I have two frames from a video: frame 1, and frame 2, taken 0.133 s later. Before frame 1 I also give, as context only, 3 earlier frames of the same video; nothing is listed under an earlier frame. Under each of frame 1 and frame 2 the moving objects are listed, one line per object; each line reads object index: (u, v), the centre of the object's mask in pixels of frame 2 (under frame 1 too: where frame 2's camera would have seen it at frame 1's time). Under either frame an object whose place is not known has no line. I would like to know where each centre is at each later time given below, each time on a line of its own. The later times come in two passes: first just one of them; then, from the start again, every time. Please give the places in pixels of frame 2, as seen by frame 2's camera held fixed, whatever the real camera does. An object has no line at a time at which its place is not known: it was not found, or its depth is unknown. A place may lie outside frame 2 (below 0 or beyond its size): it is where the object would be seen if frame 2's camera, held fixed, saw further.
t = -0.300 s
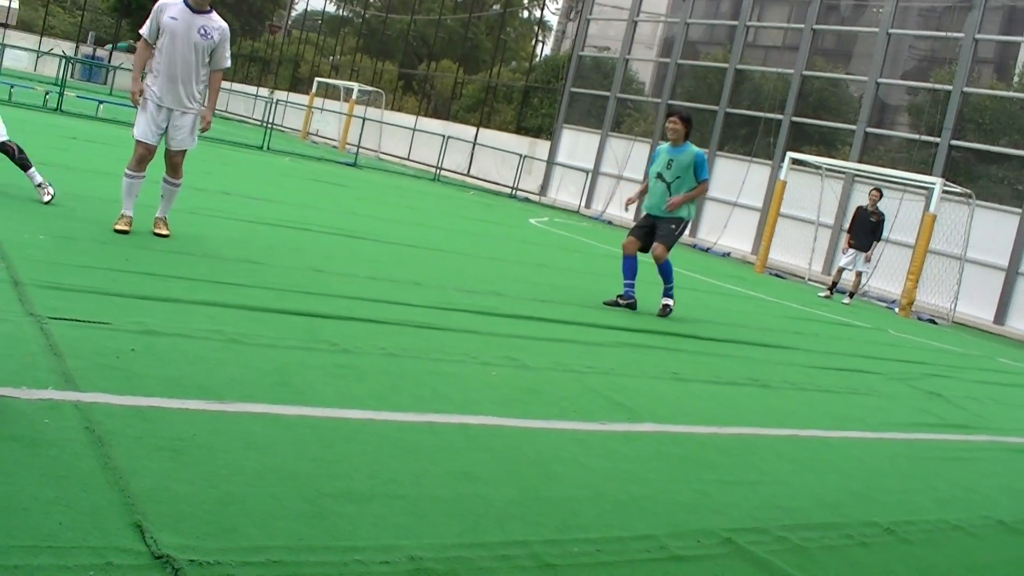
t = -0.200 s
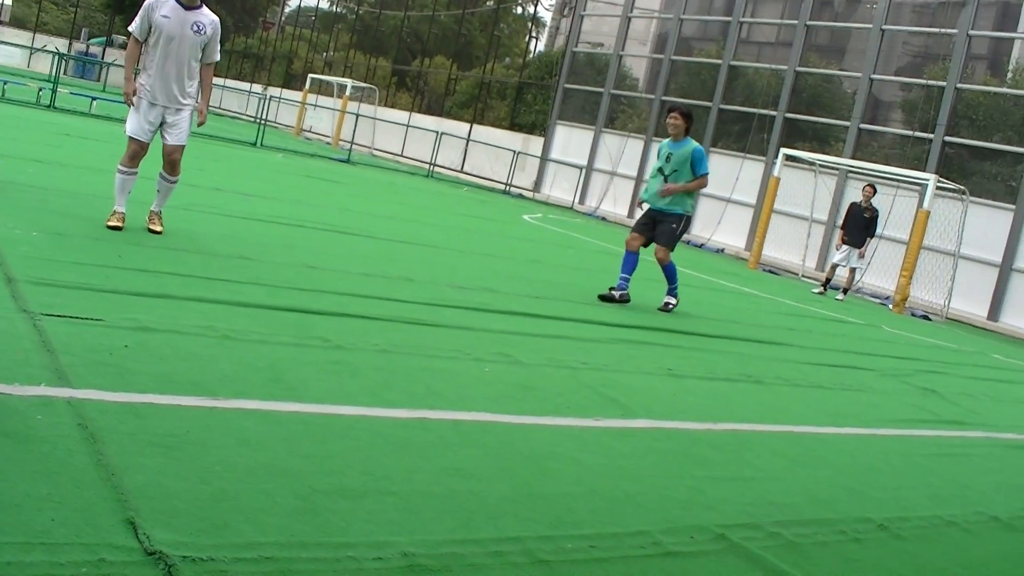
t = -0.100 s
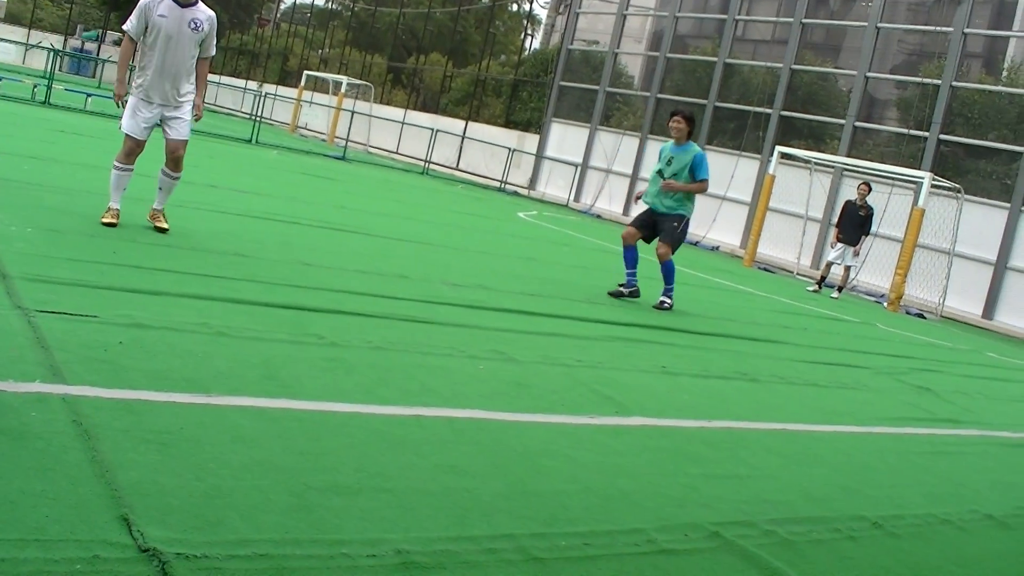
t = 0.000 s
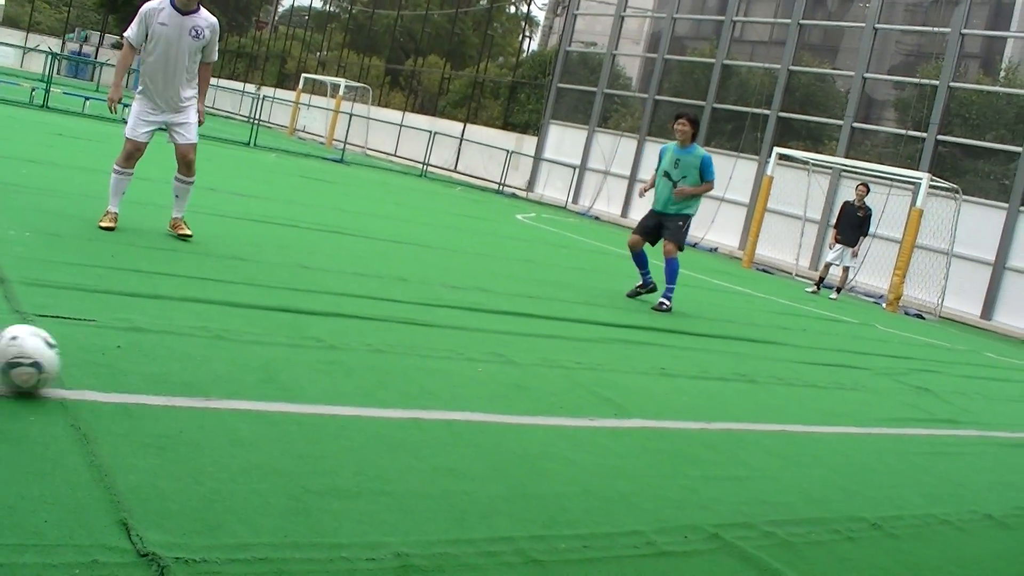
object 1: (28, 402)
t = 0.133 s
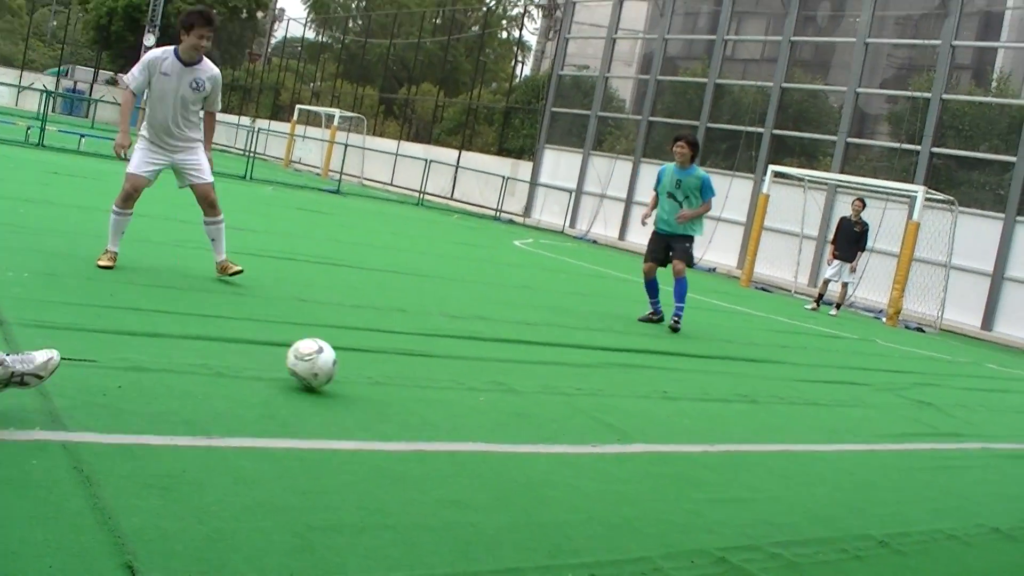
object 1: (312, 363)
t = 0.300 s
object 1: (498, 341)
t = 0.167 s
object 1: (360, 358)
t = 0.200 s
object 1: (401, 350)
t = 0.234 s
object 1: (437, 344)
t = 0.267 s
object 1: (470, 341)
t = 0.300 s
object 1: (498, 341)
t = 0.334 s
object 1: (523, 339)
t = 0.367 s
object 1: (546, 336)
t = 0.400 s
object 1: (566, 334)
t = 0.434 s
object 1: (584, 331)
